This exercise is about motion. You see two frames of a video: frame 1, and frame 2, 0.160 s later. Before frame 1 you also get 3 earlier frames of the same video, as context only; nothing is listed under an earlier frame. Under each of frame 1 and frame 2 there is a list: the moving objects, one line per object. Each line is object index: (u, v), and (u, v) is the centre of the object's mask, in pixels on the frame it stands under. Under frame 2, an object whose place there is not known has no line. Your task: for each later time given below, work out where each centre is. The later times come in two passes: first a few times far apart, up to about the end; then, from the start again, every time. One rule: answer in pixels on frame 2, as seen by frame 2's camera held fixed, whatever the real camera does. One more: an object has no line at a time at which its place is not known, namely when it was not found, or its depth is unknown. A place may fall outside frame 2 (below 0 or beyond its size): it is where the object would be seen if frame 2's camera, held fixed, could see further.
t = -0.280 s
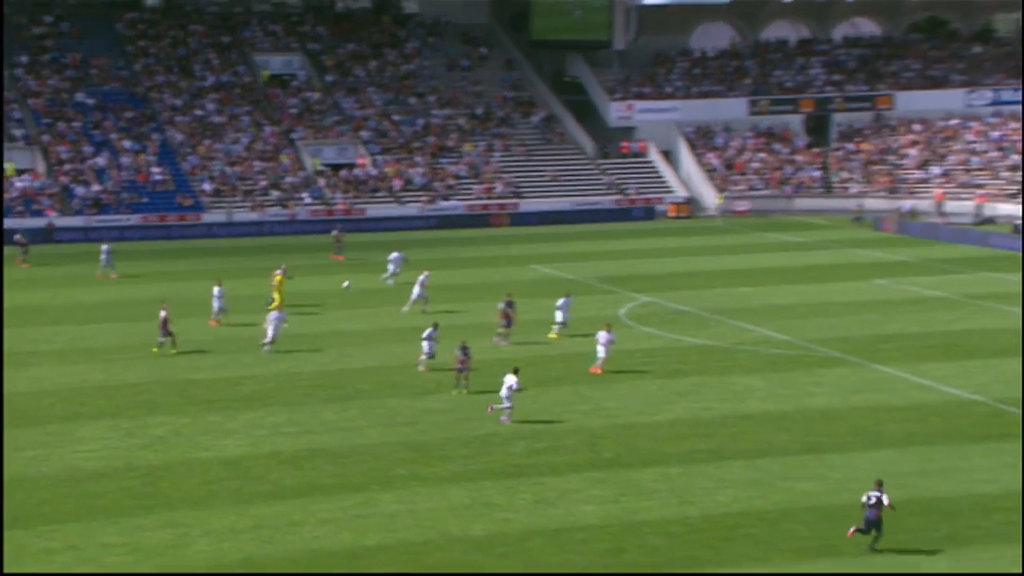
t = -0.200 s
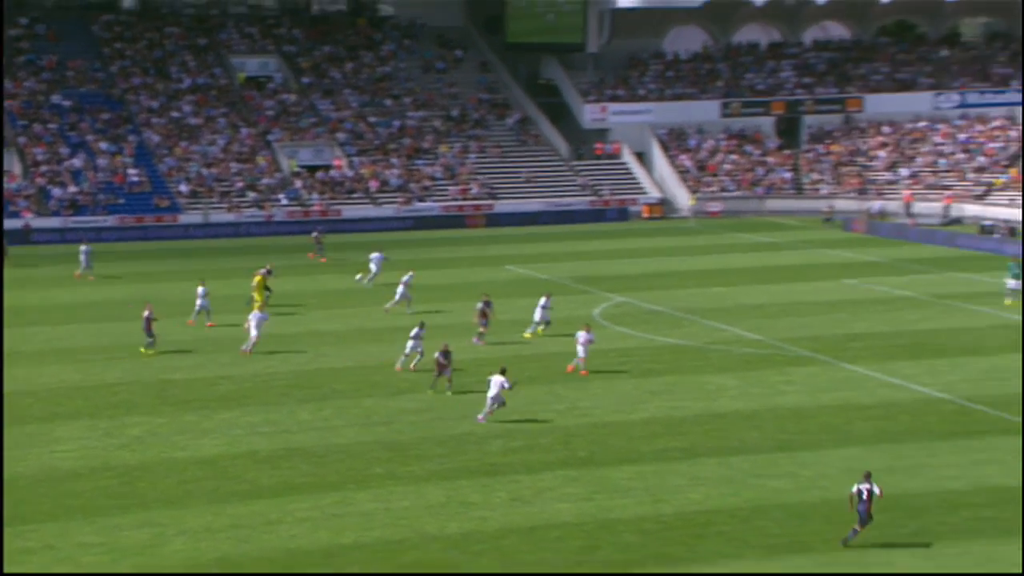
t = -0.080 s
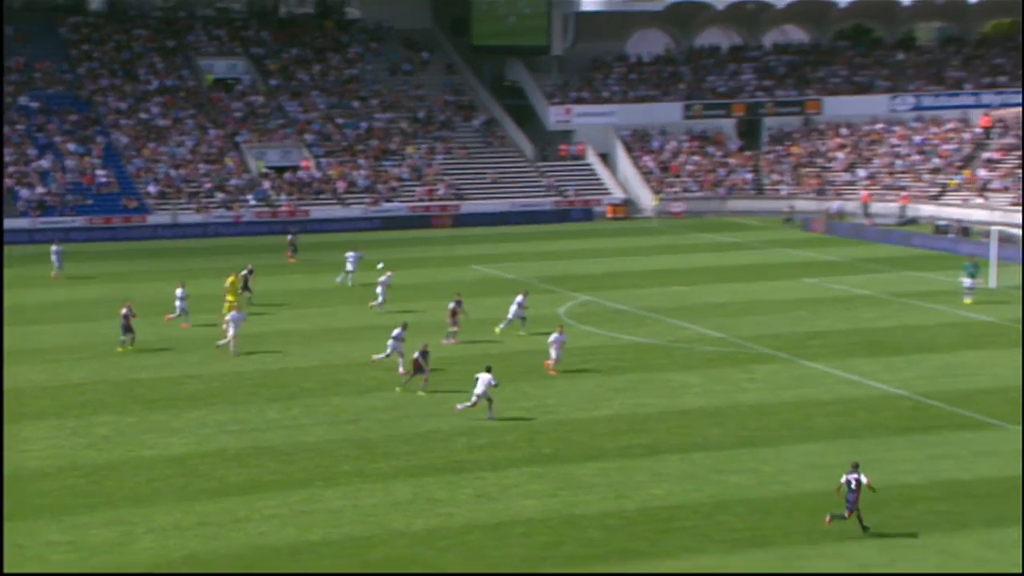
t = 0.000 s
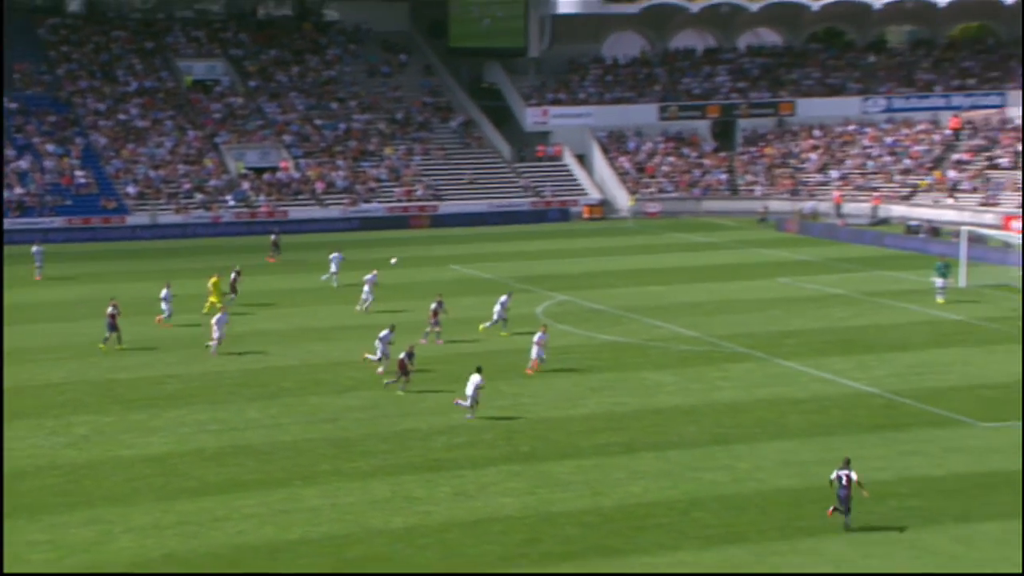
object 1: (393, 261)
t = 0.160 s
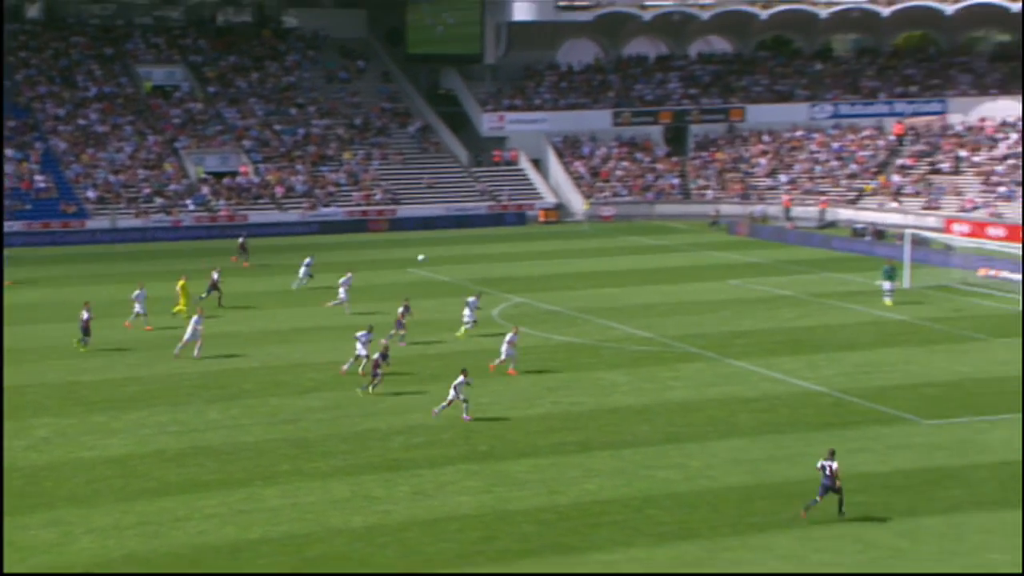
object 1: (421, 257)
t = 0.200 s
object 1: (438, 257)
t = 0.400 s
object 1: (520, 258)
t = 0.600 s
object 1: (603, 269)
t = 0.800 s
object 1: (687, 288)
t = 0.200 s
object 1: (438, 257)
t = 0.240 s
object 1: (454, 256)
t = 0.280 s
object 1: (471, 256)
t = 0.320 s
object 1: (487, 257)
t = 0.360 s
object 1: (504, 257)
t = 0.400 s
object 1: (520, 258)
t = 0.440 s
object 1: (536, 260)
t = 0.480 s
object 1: (553, 262)
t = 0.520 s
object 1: (569, 264)
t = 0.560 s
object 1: (586, 266)
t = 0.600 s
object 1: (603, 269)
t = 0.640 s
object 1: (619, 272)
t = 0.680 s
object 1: (636, 275)
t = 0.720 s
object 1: (653, 279)
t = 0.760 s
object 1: (670, 283)
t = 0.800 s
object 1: (687, 288)
